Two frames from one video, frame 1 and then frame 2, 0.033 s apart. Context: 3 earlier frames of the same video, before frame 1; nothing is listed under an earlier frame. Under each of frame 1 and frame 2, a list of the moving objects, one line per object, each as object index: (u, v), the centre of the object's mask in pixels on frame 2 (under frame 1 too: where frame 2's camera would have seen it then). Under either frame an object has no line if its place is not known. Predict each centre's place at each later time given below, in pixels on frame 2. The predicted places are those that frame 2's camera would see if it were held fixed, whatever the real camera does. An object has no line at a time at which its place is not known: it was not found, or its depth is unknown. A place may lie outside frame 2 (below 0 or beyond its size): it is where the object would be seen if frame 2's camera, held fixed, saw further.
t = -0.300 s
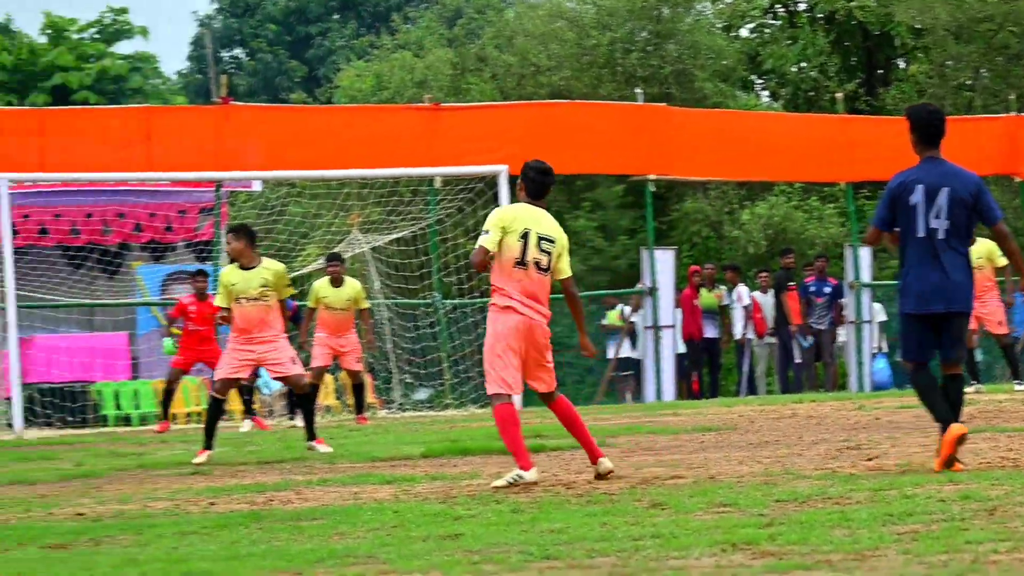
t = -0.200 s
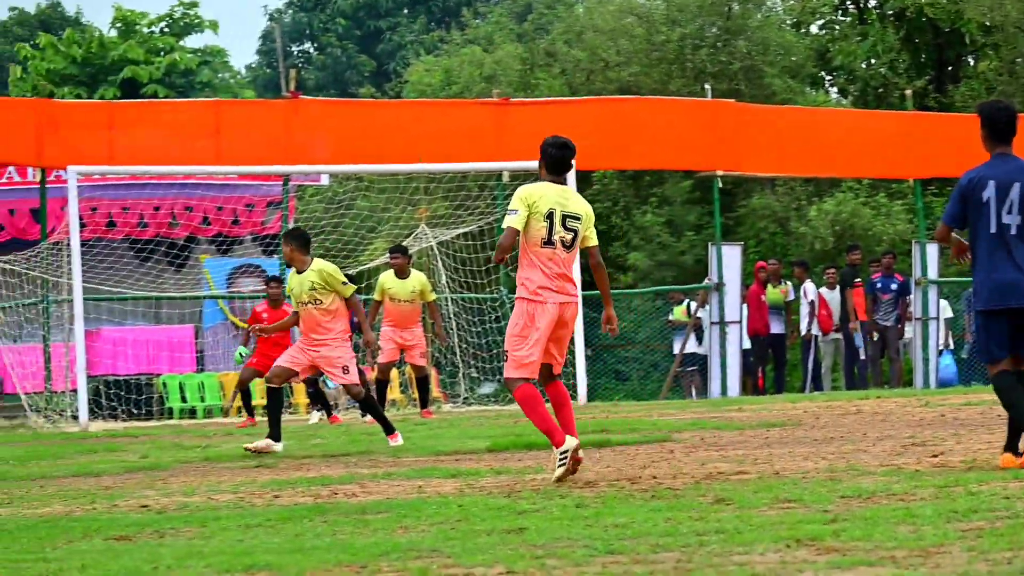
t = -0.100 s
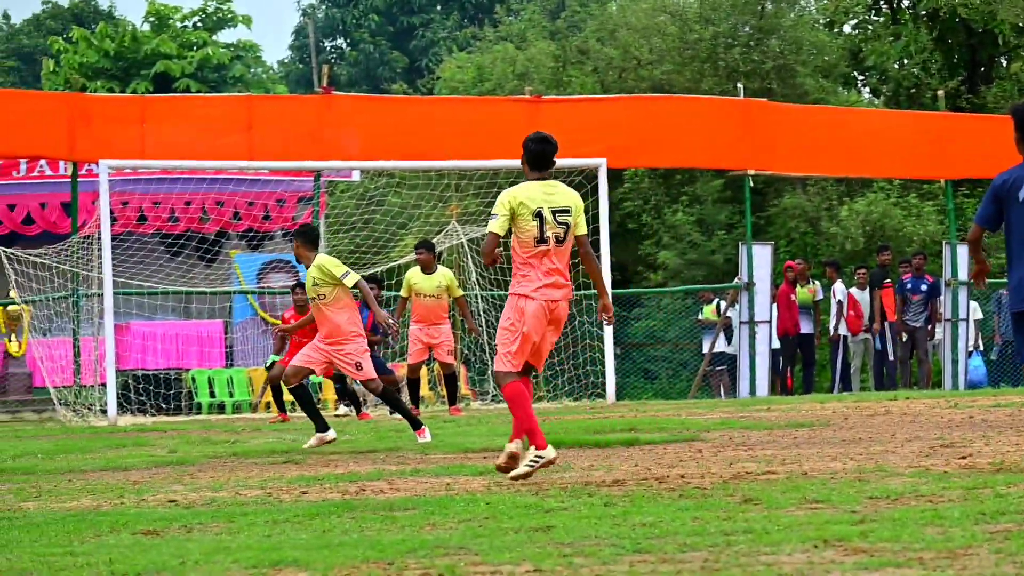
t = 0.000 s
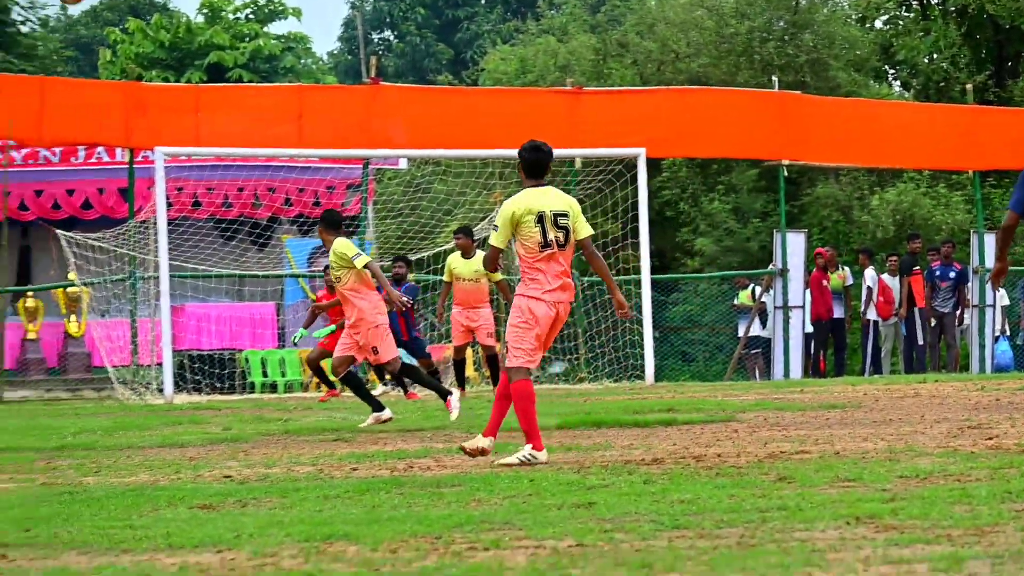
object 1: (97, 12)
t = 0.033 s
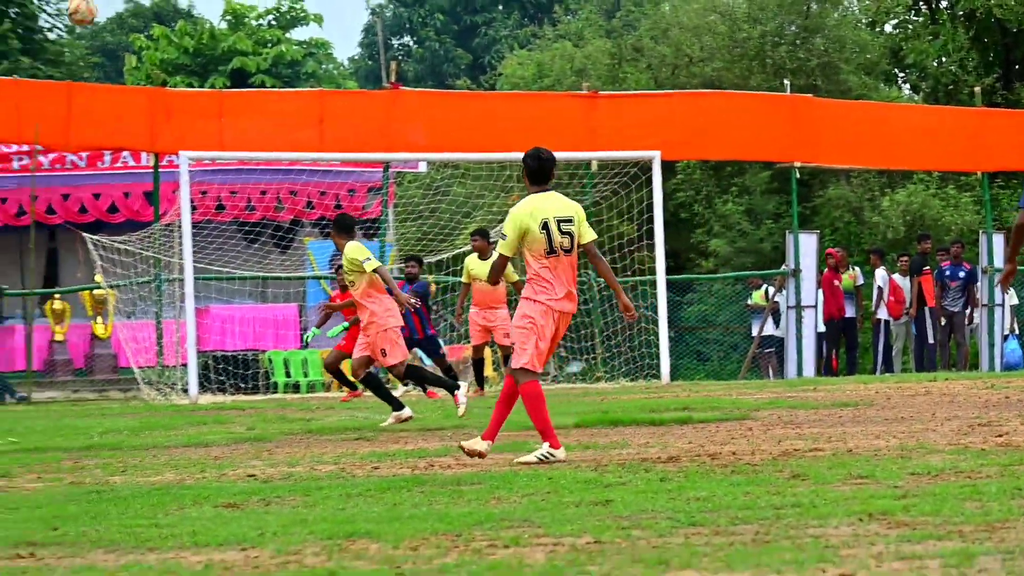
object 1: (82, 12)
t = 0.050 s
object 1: (76, 19)
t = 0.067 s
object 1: (69, 27)
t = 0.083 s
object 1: (62, 35)
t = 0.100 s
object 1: (54, 43)
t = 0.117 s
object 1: (48, 53)
